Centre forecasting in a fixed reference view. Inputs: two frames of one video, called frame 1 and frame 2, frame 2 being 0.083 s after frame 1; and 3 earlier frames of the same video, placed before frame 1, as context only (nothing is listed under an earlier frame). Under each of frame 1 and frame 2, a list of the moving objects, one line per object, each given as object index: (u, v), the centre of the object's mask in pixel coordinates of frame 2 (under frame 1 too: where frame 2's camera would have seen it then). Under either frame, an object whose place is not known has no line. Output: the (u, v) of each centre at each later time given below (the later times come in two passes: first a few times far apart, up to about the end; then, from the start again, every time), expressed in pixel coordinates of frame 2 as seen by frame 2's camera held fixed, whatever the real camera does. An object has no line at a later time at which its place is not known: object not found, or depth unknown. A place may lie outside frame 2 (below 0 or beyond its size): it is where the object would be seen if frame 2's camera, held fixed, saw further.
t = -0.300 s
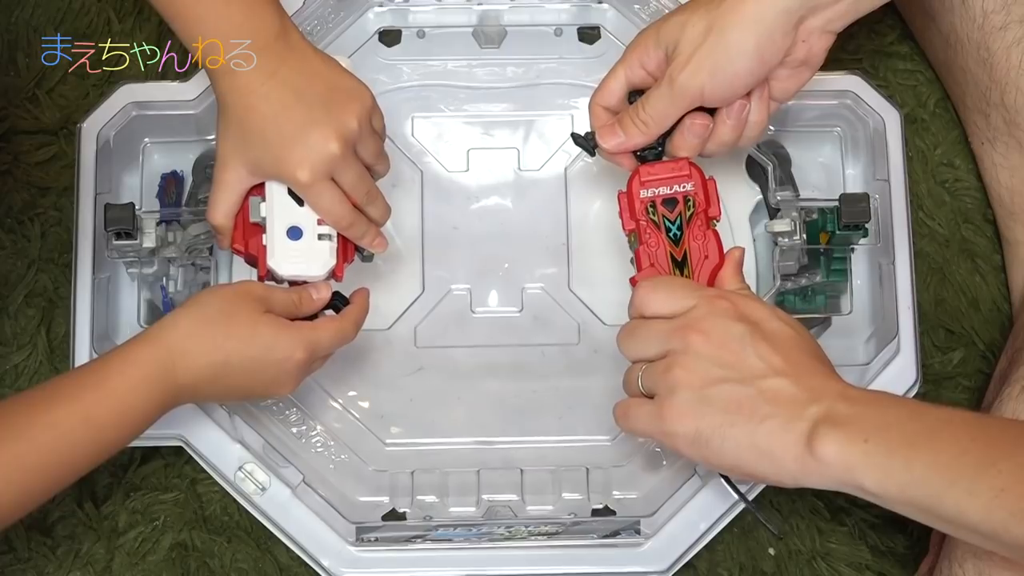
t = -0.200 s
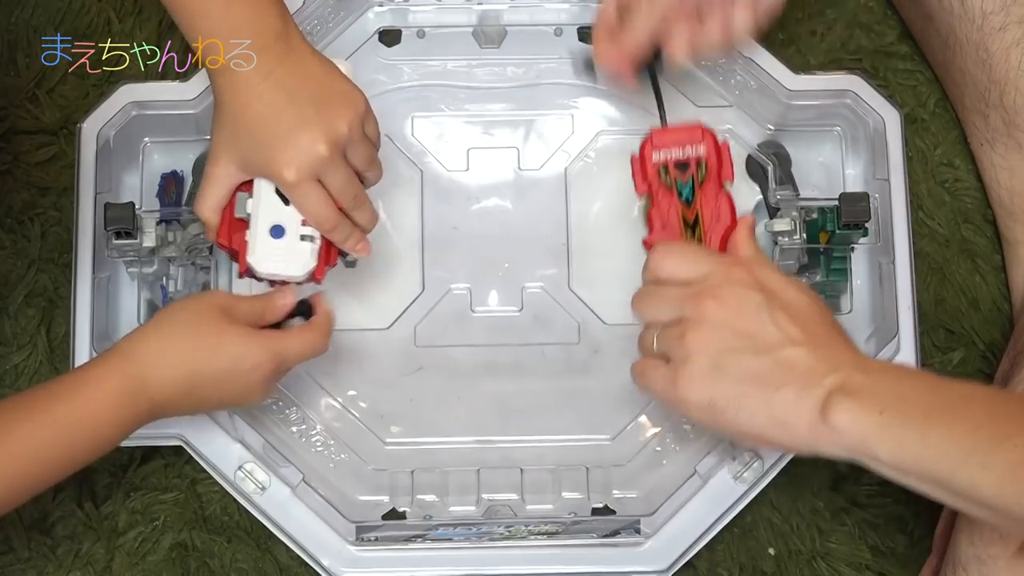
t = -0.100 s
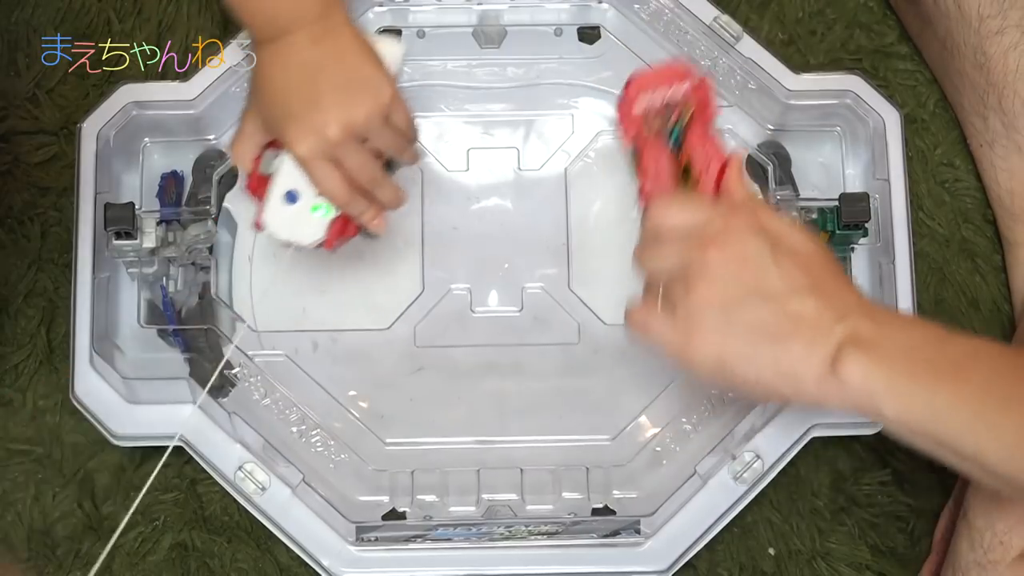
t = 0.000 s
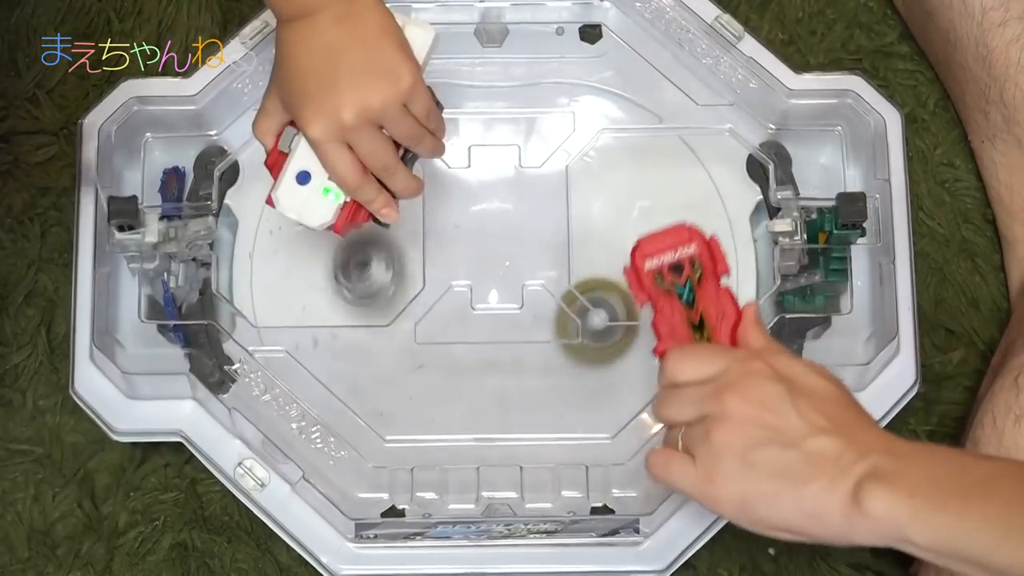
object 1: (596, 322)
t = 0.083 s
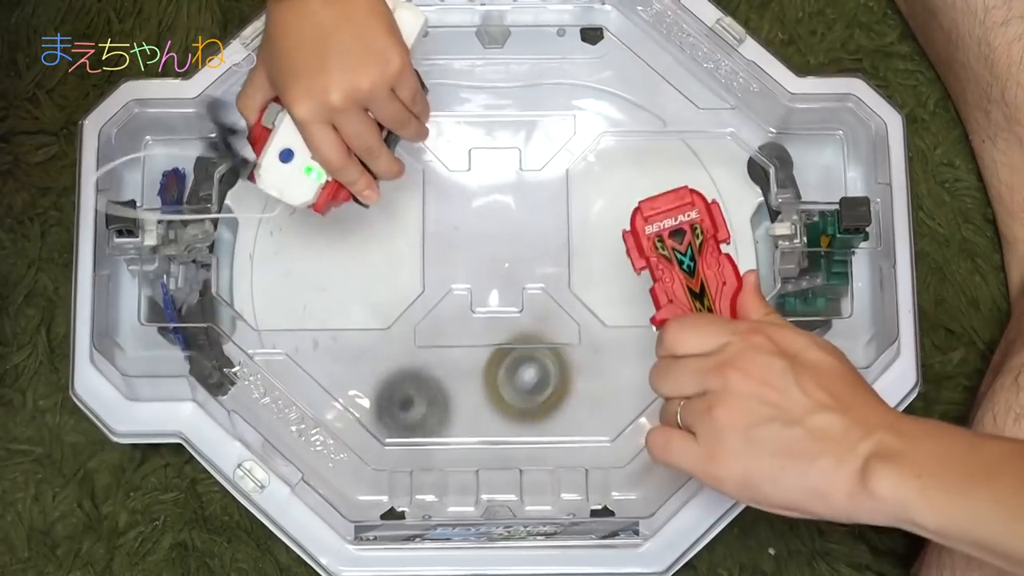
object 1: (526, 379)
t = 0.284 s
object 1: (363, 370)
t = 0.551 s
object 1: (329, 271)
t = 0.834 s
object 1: (263, 300)
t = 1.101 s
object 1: (428, 328)
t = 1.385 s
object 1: (484, 406)
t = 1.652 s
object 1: (360, 424)
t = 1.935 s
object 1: (355, 356)
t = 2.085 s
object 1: (398, 342)
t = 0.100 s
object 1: (512, 392)
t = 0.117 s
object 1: (498, 402)
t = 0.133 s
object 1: (481, 406)
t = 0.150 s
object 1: (467, 406)
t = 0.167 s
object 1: (451, 404)
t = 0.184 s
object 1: (435, 401)
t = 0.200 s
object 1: (420, 398)
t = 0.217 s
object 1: (406, 393)
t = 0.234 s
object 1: (393, 388)
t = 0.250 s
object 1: (381, 383)
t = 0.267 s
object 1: (372, 376)
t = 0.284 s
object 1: (363, 370)
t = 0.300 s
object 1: (356, 363)
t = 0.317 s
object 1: (349, 357)
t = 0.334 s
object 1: (343, 351)
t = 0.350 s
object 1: (339, 345)
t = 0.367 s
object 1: (335, 338)
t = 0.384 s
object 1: (332, 332)
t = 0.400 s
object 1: (330, 326)
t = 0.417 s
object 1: (329, 320)
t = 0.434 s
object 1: (328, 314)
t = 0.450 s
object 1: (327, 307)
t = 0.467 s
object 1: (326, 301)
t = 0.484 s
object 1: (325, 295)
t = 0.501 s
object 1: (326, 288)
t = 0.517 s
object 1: (326, 283)
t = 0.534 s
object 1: (328, 277)
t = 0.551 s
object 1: (329, 271)
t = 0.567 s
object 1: (331, 265)
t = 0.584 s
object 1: (333, 260)
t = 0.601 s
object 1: (335, 255)
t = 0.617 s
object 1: (338, 250)
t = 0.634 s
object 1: (341, 246)
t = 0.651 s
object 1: (345, 241)
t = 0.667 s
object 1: (349, 238)
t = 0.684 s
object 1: (353, 234)
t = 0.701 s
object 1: (357, 231)
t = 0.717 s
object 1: (355, 233)
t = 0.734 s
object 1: (335, 245)
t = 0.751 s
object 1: (319, 257)
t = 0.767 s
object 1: (304, 267)
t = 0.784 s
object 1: (291, 277)
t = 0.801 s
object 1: (279, 286)
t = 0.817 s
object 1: (271, 292)
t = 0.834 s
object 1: (263, 300)
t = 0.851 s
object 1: (269, 305)
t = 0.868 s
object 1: (278, 310)
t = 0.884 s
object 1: (289, 314)
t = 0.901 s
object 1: (299, 318)
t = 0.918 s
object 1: (310, 321)
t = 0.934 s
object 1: (320, 324)
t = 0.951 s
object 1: (332, 326)
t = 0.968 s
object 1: (343, 327)
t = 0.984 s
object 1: (354, 329)
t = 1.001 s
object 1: (365, 330)
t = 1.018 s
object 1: (376, 330)
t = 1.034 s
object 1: (386, 331)
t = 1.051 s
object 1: (397, 331)
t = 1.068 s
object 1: (407, 330)
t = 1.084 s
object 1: (417, 330)
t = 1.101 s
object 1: (428, 328)
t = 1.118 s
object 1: (436, 327)
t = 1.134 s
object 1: (444, 327)
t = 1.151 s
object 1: (452, 326)
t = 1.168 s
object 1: (460, 325)
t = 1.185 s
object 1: (468, 324)
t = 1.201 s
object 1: (475, 324)
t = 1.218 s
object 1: (480, 323)
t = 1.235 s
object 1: (484, 328)
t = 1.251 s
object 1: (488, 337)
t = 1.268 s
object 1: (490, 347)
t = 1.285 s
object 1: (492, 357)
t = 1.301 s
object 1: (493, 365)
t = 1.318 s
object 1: (493, 375)
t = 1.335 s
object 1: (492, 386)
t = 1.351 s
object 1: (490, 393)
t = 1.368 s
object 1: (488, 400)
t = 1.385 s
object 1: (484, 406)
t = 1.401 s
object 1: (480, 420)
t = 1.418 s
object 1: (475, 426)
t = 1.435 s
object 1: (469, 432)
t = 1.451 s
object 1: (462, 439)
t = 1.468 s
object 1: (455, 445)
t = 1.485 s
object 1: (446, 450)
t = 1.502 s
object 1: (437, 454)
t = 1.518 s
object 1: (428, 456)
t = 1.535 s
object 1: (418, 455)
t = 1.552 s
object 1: (408, 453)
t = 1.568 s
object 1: (398, 450)
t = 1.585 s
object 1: (388, 445)
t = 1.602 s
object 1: (380, 441)
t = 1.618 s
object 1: (373, 436)
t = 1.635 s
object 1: (365, 430)
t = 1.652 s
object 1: (360, 424)
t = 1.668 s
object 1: (356, 418)
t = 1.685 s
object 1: (352, 414)
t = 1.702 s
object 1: (348, 409)
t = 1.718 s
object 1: (344, 404)
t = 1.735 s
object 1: (342, 400)
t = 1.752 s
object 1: (340, 395)
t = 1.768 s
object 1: (339, 391)
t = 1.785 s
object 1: (338, 386)
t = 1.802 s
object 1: (339, 382)
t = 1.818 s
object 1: (339, 378)
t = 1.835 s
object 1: (340, 374)
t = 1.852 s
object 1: (342, 370)
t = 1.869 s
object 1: (344, 365)
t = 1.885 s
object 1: (347, 363)
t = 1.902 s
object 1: (349, 360)
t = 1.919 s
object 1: (352, 358)
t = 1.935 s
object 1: (355, 356)
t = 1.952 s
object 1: (359, 353)
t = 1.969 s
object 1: (363, 351)
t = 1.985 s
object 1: (367, 349)
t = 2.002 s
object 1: (372, 348)
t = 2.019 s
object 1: (376, 346)
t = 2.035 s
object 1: (381, 345)
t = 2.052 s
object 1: (387, 344)
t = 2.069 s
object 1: (392, 343)
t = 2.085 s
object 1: (398, 342)
